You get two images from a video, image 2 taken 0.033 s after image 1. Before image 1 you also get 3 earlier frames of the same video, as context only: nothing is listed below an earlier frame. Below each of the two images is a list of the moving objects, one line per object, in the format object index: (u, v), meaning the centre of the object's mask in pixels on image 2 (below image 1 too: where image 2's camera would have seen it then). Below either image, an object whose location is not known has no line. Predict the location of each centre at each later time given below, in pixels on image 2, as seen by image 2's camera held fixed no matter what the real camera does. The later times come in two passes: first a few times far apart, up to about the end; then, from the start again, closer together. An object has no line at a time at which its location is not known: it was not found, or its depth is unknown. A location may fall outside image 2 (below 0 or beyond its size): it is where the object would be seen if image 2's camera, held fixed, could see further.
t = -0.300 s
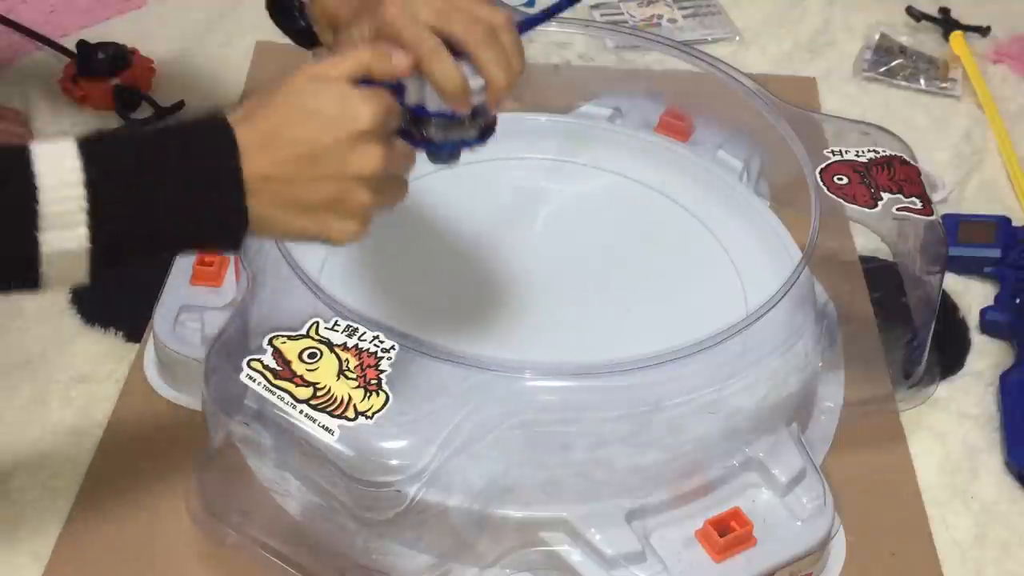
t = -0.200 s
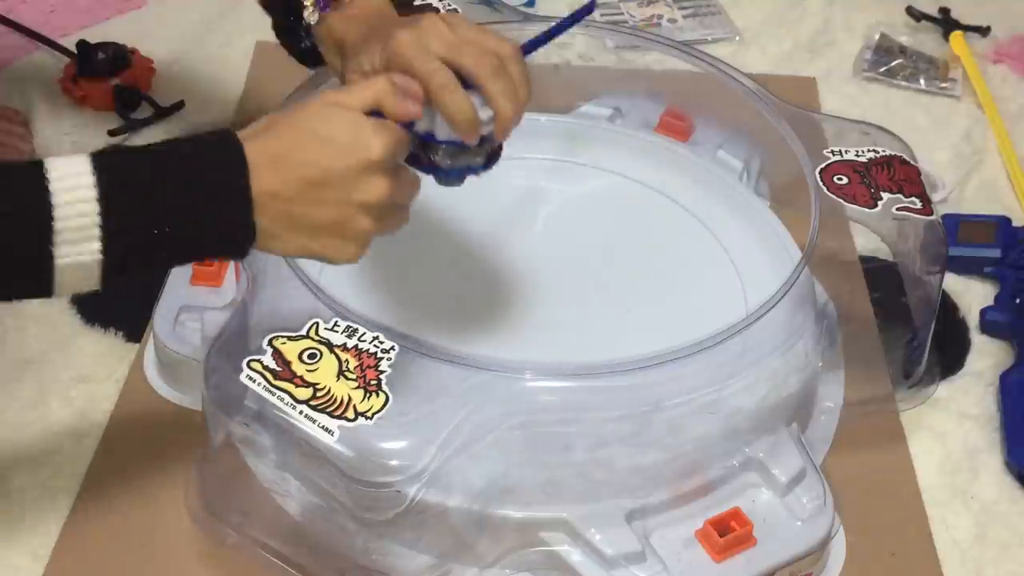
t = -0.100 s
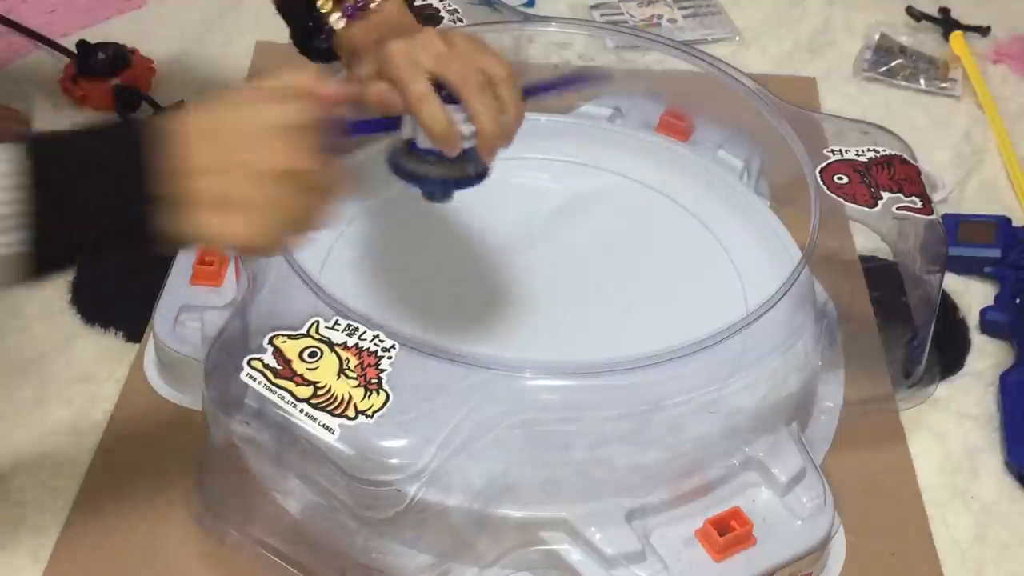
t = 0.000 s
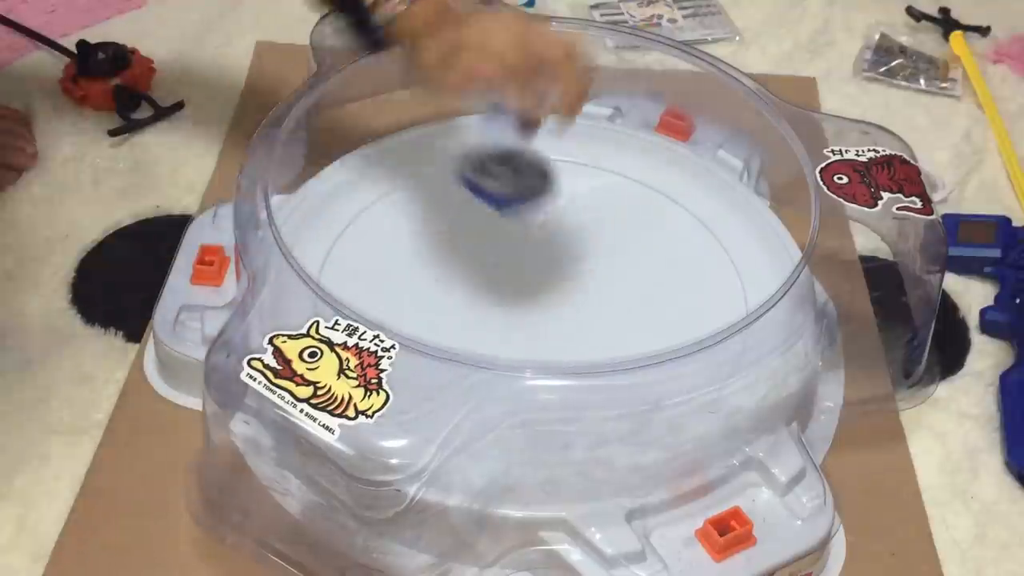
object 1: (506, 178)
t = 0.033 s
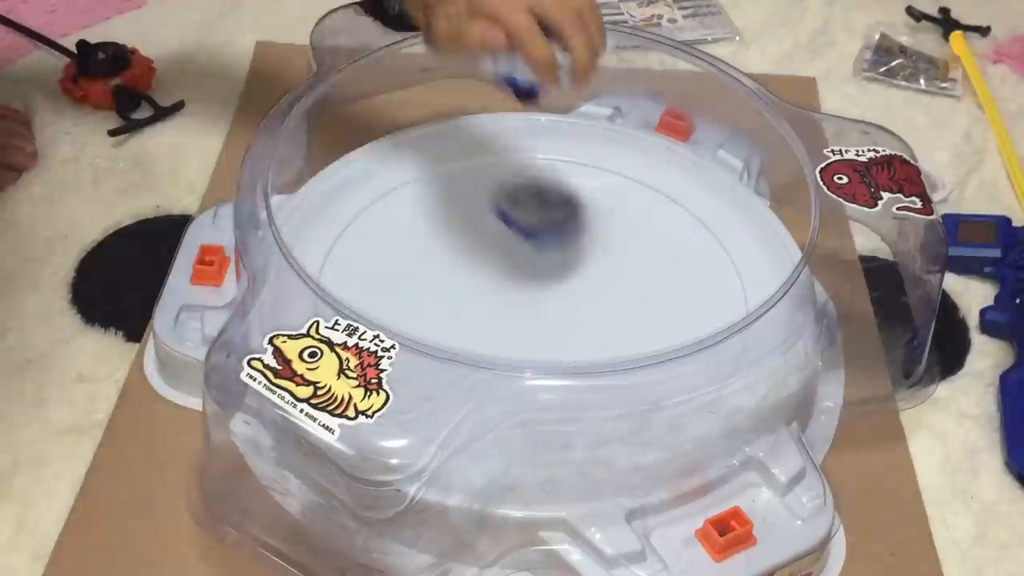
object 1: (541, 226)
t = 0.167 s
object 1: (649, 189)
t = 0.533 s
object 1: (747, 311)
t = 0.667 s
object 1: (664, 395)
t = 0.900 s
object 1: (405, 325)
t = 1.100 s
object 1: (403, 185)
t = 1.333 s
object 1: (639, 179)
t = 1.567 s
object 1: (696, 367)
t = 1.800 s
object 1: (414, 397)
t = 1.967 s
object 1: (345, 243)
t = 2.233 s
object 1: (602, 159)
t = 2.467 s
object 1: (719, 343)
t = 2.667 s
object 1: (498, 432)
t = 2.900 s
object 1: (328, 270)
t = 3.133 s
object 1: (514, 166)
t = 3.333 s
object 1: (689, 214)
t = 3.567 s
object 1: (690, 393)
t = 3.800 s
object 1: (423, 384)
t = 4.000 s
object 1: (356, 244)
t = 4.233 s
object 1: (506, 164)
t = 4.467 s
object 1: (646, 239)
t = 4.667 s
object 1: (613, 354)
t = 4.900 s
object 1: (443, 367)
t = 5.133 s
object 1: (407, 273)
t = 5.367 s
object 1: (534, 234)
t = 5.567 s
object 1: (634, 280)
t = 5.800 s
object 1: (621, 369)
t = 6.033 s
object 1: (472, 353)
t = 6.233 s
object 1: (449, 266)
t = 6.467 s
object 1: (537, 210)
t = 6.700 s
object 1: (632, 263)
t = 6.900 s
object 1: (585, 347)
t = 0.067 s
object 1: (569, 220)
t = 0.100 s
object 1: (597, 205)
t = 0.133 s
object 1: (624, 196)
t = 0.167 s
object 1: (649, 189)
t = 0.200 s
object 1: (671, 185)
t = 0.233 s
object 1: (689, 186)
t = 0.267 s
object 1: (707, 190)
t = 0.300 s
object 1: (722, 196)
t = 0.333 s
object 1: (733, 208)
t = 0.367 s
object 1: (742, 222)
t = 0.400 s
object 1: (747, 239)
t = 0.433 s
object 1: (749, 254)
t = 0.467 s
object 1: (748, 271)
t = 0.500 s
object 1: (750, 290)
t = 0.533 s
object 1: (747, 311)
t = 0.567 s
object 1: (737, 334)
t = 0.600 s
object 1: (719, 356)
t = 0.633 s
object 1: (695, 377)
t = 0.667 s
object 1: (664, 395)
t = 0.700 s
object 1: (624, 405)
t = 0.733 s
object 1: (579, 409)
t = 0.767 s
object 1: (538, 407)
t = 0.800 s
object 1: (494, 398)
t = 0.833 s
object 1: (451, 380)
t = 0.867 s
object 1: (428, 360)
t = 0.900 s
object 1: (405, 325)
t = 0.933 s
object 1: (377, 298)
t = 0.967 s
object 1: (364, 278)
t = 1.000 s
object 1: (361, 253)
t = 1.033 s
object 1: (365, 226)
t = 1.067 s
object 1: (375, 201)
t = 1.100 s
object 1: (403, 185)
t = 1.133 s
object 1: (433, 175)
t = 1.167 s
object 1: (463, 166)
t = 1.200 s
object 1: (495, 159)
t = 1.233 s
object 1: (532, 160)
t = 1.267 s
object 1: (570, 161)
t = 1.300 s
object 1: (607, 164)
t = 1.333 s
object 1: (639, 179)
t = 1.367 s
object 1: (670, 199)
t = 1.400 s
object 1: (698, 220)
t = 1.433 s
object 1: (718, 244)
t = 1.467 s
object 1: (732, 268)
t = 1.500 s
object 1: (732, 304)
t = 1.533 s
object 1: (719, 335)
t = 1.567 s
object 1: (696, 367)
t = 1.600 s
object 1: (663, 395)
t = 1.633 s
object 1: (624, 419)
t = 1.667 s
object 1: (577, 430)
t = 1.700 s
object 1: (528, 433)
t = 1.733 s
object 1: (483, 427)
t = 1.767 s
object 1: (435, 411)
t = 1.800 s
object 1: (414, 397)
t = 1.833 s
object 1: (395, 356)
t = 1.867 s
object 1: (344, 308)
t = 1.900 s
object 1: (330, 292)
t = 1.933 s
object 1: (333, 269)
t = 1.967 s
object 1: (345, 243)
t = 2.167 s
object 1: (527, 155)
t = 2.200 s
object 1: (568, 158)
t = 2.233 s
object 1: (602, 159)
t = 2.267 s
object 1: (639, 180)
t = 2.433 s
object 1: (724, 315)
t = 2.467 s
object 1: (719, 343)
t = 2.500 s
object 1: (704, 375)
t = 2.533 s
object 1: (673, 401)
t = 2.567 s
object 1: (633, 419)
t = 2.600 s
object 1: (588, 430)
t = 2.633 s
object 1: (546, 435)
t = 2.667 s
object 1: (498, 432)
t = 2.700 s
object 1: (453, 425)
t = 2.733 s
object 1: (422, 407)
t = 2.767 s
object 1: (408, 388)
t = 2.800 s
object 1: (376, 322)
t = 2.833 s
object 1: (331, 305)
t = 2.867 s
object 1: (324, 290)
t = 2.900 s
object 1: (328, 270)
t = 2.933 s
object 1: (340, 247)
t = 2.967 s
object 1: (359, 224)
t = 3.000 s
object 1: (385, 205)
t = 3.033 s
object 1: (414, 190)
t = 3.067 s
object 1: (448, 179)
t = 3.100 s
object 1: (481, 170)
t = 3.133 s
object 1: (514, 166)
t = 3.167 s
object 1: (547, 168)
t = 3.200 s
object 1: (579, 172)
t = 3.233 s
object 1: (608, 178)
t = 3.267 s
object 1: (636, 187)
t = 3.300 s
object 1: (664, 199)
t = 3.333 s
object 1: (689, 214)
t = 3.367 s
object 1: (705, 238)
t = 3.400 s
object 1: (717, 261)
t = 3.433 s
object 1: (725, 285)
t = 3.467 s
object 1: (729, 310)
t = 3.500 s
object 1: (725, 338)
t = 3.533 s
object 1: (713, 367)
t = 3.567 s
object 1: (690, 393)
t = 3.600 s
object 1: (655, 415)
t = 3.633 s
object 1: (613, 426)
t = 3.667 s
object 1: (566, 430)
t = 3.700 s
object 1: (522, 429)
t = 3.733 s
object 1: (479, 416)
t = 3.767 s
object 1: (446, 404)
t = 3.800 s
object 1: (423, 384)
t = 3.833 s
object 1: (411, 359)
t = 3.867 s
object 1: (386, 326)
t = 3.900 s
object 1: (360, 298)
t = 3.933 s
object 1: (354, 285)
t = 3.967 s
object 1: (354, 264)
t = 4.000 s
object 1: (356, 244)
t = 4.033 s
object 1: (363, 222)
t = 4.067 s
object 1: (376, 202)
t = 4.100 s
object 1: (398, 191)
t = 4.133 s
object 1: (424, 181)
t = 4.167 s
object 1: (453, 173)
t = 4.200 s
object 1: (478, 167)
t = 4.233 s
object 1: (506, 164)
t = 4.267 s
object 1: (534, 166)
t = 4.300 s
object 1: (559, 170)
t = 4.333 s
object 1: (584, 178)
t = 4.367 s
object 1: (605, 190)
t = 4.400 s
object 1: (622, 203)
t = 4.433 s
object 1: (636, 220)
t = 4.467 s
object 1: (646, 239)
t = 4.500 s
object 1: (653, 260)
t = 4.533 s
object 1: (654, 280)
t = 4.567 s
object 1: (652, 303)
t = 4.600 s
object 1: (642, 321)
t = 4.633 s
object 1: (629, 340)
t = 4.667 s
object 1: (613, 354)
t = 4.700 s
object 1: (591, 365)
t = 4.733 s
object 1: (569, 374)
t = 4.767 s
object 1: (545, 380)
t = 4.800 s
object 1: (520, 383)
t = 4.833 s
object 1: (493, 381)
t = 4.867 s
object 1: (468, 375)
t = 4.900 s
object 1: (443, 367)
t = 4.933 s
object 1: (431, 357)
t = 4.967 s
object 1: (419, 343)
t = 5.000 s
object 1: (408, 325)
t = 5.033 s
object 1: (401, 310)
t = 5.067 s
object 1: (398, 297)
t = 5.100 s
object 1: (400, 287)
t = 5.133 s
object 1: (407, 273)
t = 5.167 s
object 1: (418, 261)
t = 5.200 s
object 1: (433, 251)
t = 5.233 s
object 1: (451, 242)
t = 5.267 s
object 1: (471, 237)
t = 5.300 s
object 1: (491, 233)
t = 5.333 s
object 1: (513, 232)
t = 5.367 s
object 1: (534, 234)
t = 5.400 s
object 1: (555, 237)
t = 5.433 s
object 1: (575, 244)
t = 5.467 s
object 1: (592, 250)
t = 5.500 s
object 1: (608, 259)
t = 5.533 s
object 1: (622, 269)
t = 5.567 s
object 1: (634, 280)
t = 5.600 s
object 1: (643, 293)
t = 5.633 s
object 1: (650, 305)
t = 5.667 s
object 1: (653, 317)
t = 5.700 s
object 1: (652, 334)
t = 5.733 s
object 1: (646, 346)
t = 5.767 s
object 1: (636, 358)
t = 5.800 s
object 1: (621, 369)
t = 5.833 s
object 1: (602, 377)
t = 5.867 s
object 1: (580, 382)
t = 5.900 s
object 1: (556, 384)
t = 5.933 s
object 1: (534, 381)
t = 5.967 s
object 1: (511, 375)
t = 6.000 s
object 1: (489, 365)
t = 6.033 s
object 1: (472, 353)
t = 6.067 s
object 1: (459, 340)
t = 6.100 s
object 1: (451, 324)
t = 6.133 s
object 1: (445, 310)
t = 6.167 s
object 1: (444, 294)
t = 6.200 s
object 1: (444, 280)
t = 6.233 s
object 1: (449, 266)
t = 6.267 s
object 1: (456, 253)
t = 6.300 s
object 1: (465, 243)
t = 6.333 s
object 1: (477, 233)
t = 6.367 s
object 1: (490, 224)
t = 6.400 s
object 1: (504, 219)
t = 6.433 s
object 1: (520, 213)
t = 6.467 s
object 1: (537, 210)
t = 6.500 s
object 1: (554, 211)
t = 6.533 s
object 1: (571, 212)
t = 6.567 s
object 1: (587, 218)
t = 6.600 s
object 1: (602, 226)
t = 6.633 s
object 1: (615, 234)
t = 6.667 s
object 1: (625, 247)
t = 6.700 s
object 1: (632, 263)
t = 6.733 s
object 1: (635, 277)
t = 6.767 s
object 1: (633, 292)
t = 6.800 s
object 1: (627, 309)
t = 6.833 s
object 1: (616, 322)
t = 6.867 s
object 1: (601, 330)
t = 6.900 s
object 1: (585, 347)
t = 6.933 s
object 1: (566, 353)
